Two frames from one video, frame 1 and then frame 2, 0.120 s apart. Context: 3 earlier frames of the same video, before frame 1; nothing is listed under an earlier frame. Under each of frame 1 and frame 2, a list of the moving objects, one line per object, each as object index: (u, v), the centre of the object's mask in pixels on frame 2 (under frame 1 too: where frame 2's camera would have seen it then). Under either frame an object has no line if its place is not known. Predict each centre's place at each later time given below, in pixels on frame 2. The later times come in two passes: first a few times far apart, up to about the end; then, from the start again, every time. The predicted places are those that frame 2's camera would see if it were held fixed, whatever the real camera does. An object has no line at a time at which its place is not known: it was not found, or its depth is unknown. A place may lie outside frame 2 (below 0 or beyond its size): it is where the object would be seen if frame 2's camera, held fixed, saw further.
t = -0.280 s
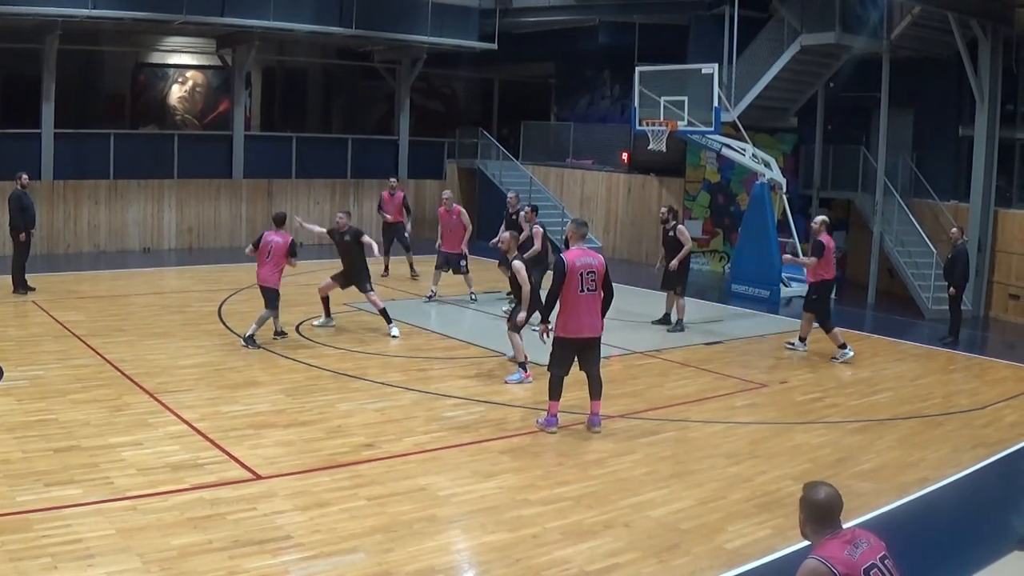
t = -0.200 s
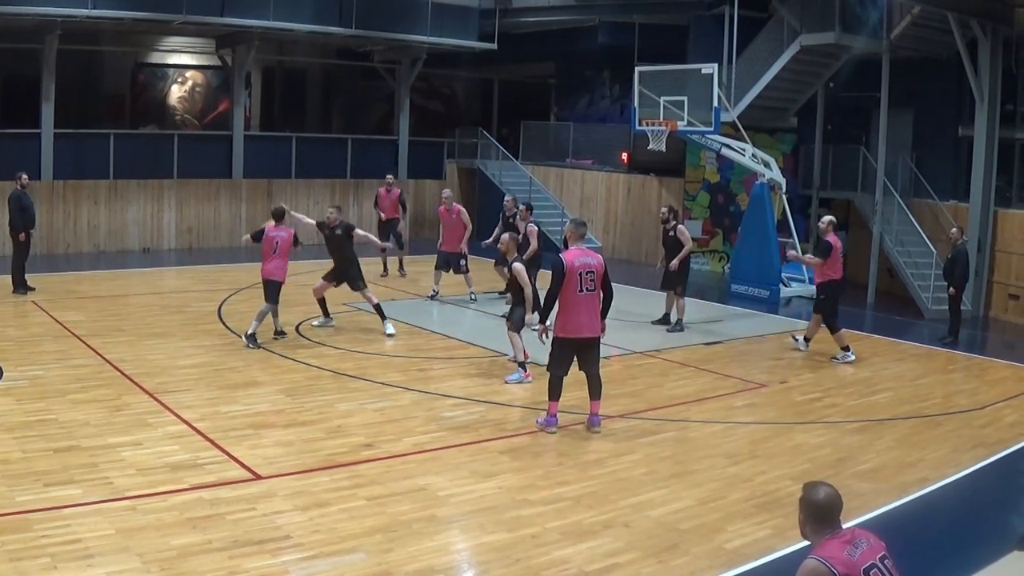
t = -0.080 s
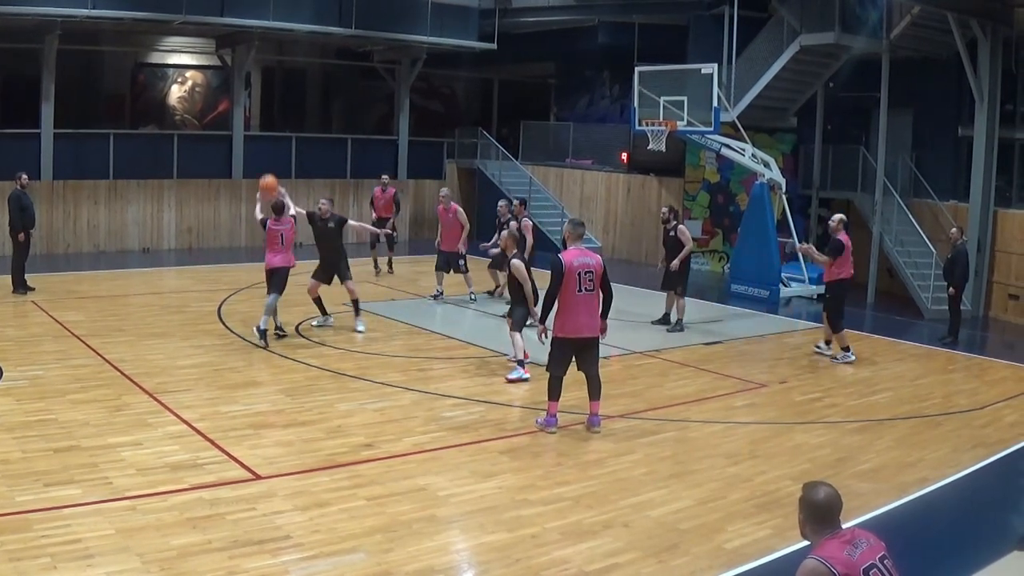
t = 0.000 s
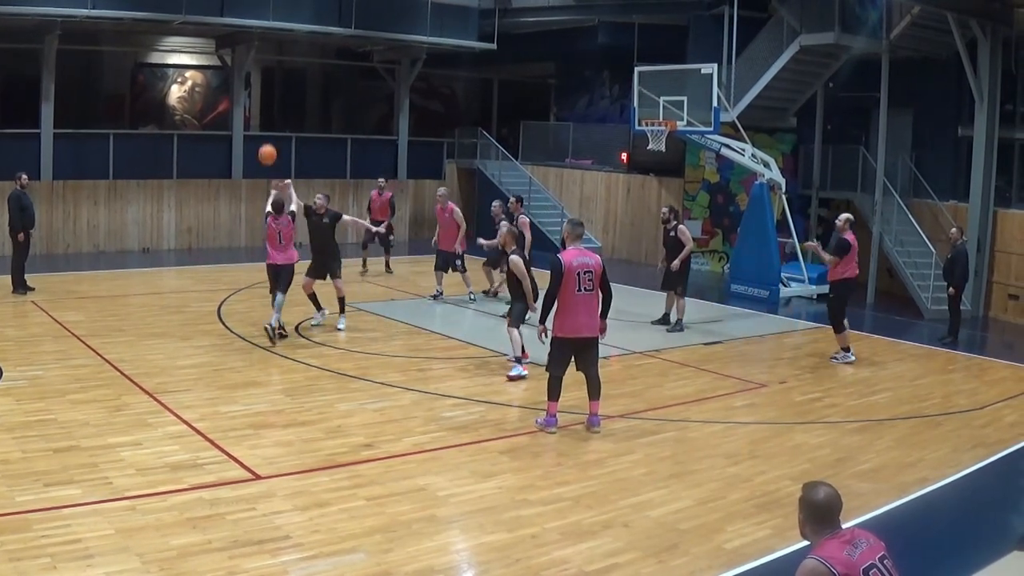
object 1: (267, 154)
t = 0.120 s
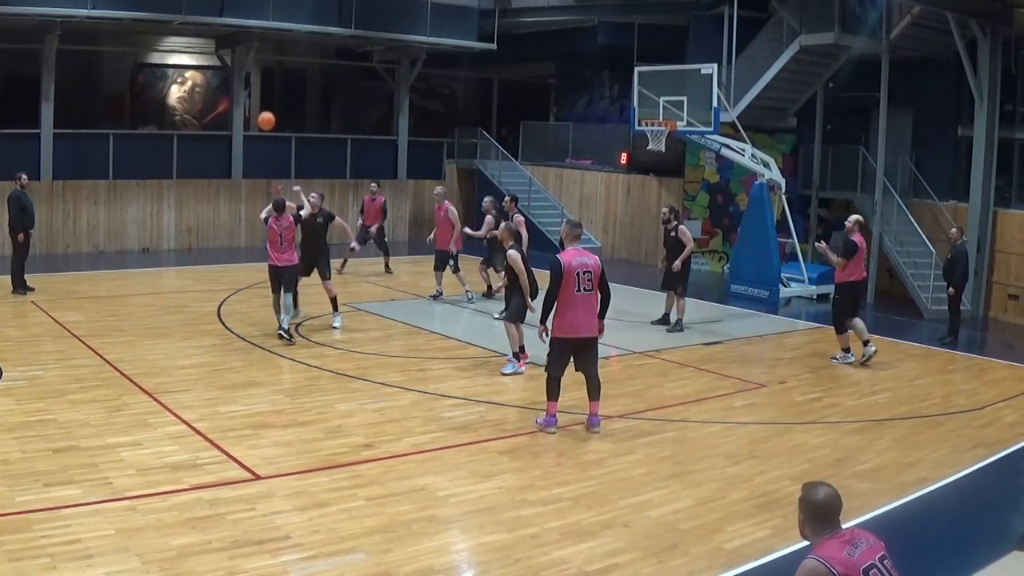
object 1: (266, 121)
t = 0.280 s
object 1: (264, 95)
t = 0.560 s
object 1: (261, 91)
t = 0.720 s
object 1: (258, 109)
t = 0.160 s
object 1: (266, 112)
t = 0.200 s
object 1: (266, 105)
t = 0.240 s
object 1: (265, 99)
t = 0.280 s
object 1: (264, 95)
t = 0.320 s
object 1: (264, 91)
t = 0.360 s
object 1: (263, 89)
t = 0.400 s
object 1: (263, 87)
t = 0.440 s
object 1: (262, 87)
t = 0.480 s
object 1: (262, 87)
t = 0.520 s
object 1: (261, 89)
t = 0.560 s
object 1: (261, 91)
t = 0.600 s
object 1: (260, 95)
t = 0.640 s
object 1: (259, 99)
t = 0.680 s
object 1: (259, 103)
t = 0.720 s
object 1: (258, 109)
